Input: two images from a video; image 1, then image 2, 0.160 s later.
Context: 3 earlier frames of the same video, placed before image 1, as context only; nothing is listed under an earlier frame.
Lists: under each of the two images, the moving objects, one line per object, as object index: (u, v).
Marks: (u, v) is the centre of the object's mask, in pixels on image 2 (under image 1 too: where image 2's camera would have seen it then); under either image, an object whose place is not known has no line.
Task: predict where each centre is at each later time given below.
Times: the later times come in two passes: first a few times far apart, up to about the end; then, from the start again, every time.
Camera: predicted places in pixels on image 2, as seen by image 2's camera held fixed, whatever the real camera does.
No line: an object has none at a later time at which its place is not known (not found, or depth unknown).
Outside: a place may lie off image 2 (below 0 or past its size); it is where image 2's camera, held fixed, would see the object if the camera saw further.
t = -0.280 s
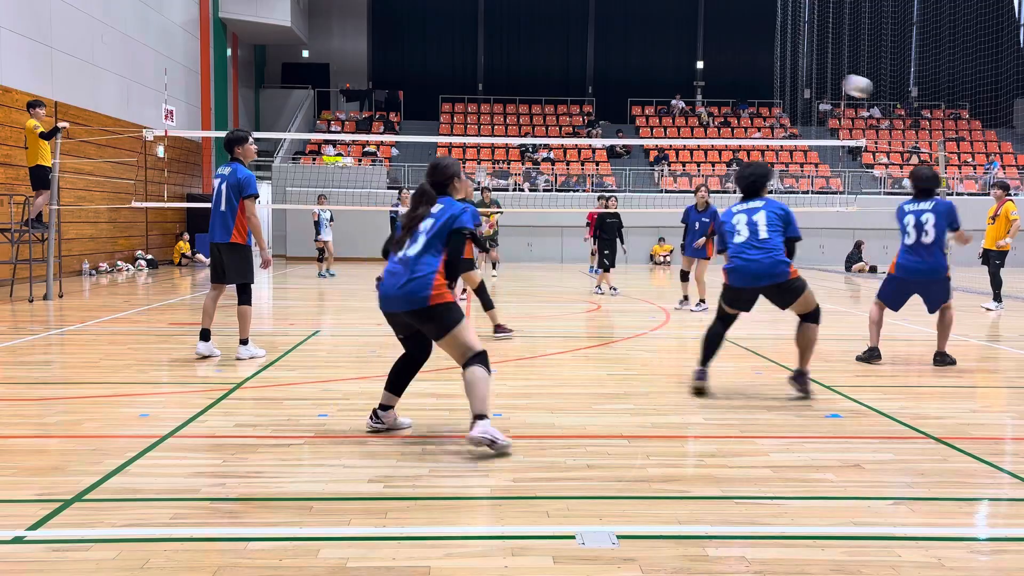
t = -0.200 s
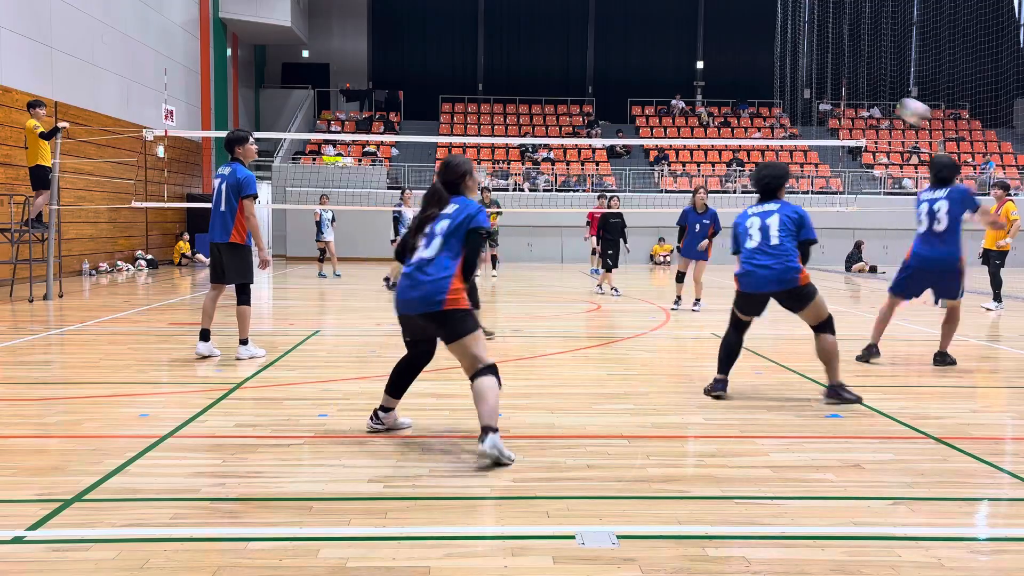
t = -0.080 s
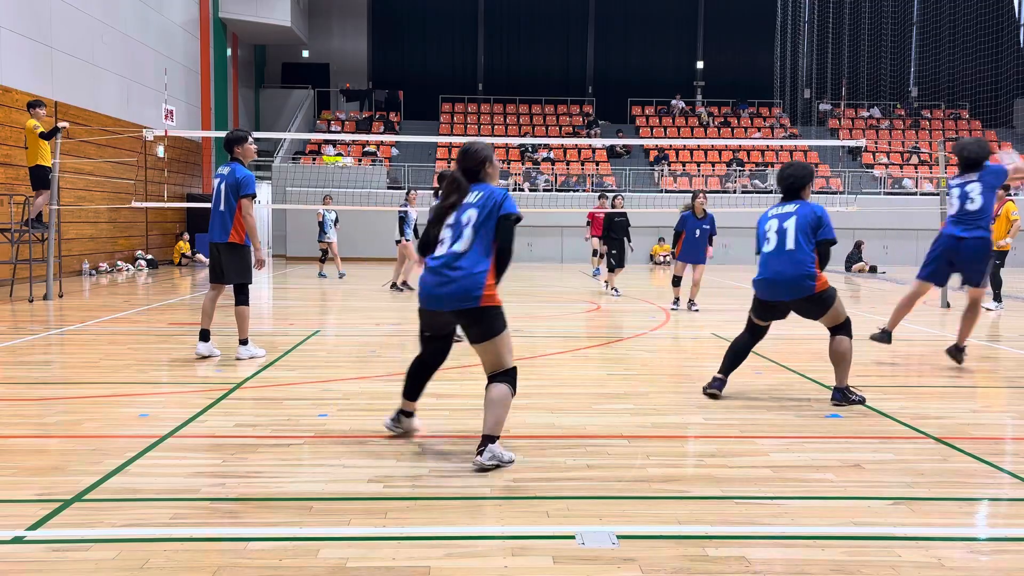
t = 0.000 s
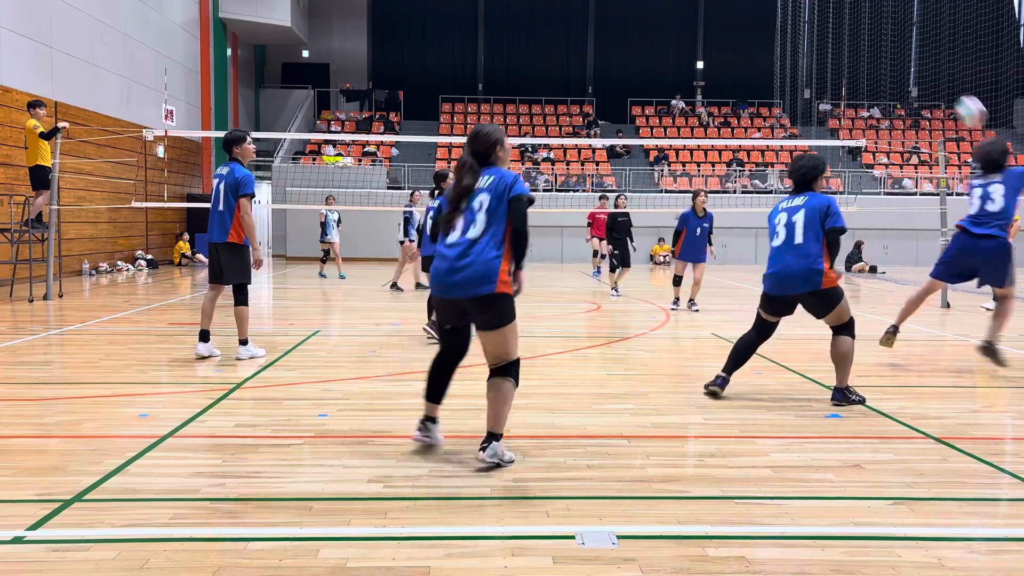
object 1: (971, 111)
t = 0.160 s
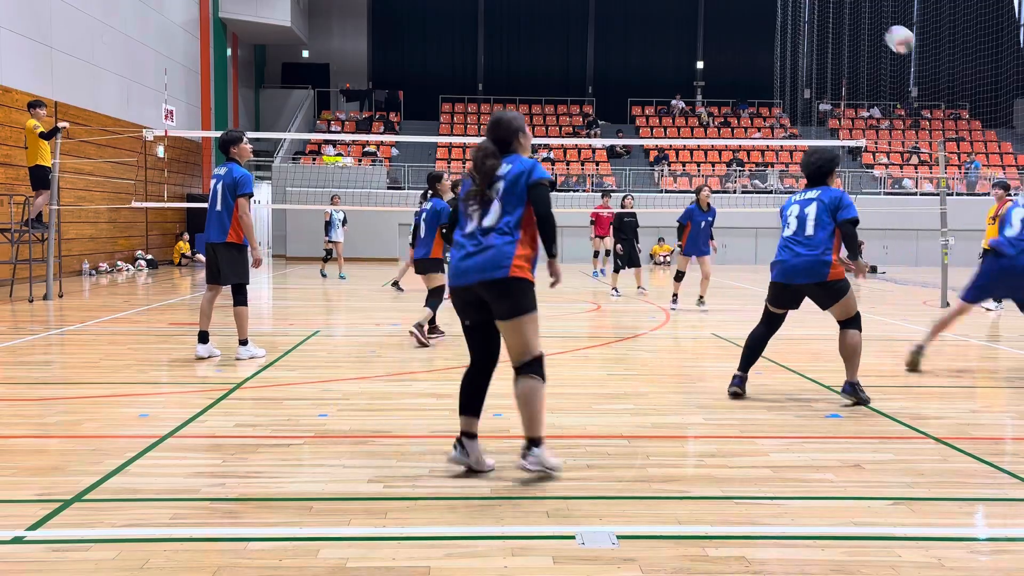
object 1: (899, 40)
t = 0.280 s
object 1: (852, 11)
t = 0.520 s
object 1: (770, 7)
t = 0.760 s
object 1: (704, 52)
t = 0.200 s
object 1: (883, 28)
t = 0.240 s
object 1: (867, 18)
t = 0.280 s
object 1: (852, 11)
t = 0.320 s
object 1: (837, 8)
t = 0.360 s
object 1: (823, 6)
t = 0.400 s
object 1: (809, 5)
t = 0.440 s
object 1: (795, 5)
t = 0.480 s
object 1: (782, 5)
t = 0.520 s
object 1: (770, 7)
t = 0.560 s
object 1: (758, 9)
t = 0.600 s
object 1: (747, 15)
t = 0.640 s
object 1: (736, 22)
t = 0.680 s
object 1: (724, 31)
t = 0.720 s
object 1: (714, 41)
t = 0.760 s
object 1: (704, 52)
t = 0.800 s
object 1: (694, 65)
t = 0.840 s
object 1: (684, 78)
